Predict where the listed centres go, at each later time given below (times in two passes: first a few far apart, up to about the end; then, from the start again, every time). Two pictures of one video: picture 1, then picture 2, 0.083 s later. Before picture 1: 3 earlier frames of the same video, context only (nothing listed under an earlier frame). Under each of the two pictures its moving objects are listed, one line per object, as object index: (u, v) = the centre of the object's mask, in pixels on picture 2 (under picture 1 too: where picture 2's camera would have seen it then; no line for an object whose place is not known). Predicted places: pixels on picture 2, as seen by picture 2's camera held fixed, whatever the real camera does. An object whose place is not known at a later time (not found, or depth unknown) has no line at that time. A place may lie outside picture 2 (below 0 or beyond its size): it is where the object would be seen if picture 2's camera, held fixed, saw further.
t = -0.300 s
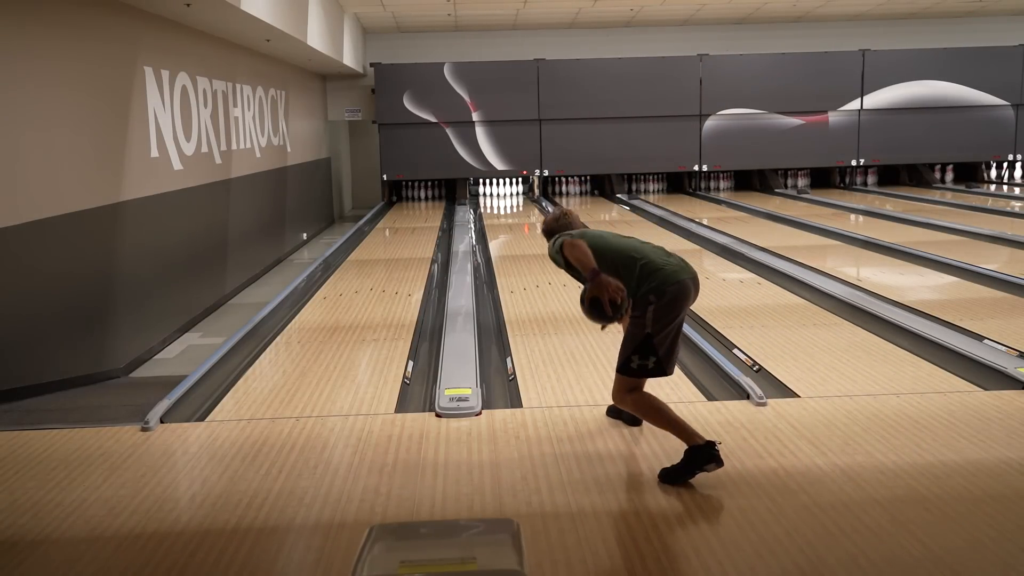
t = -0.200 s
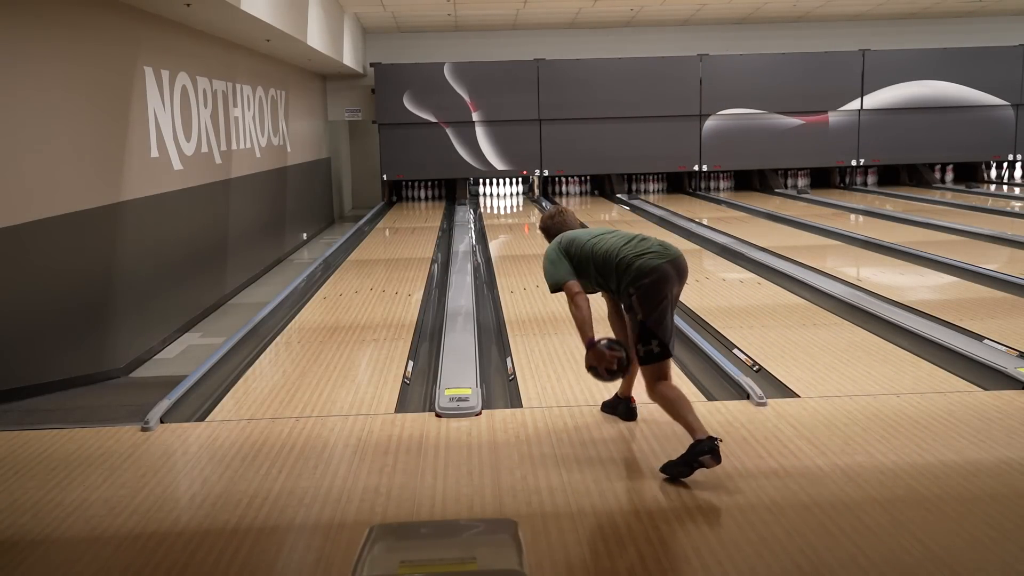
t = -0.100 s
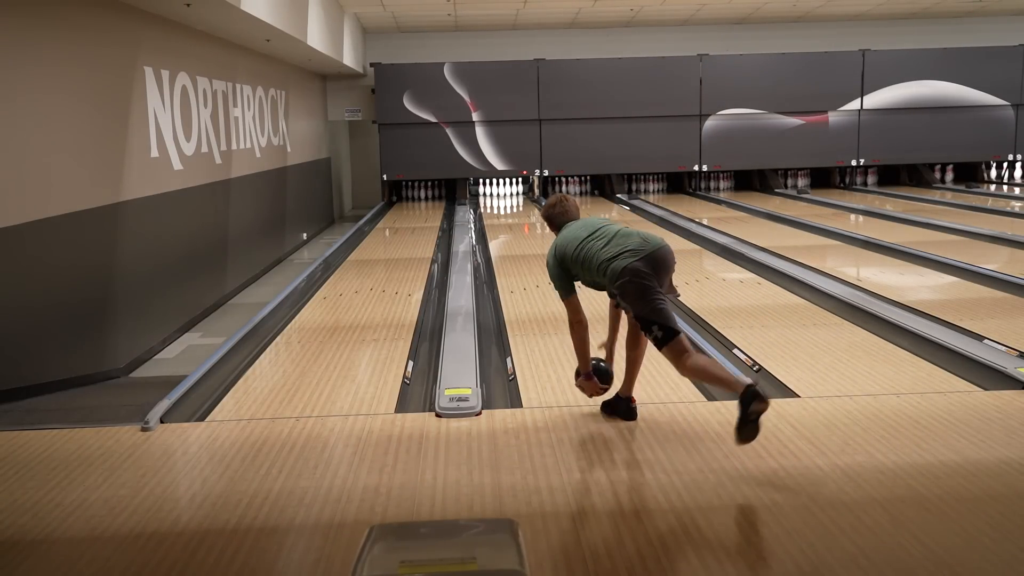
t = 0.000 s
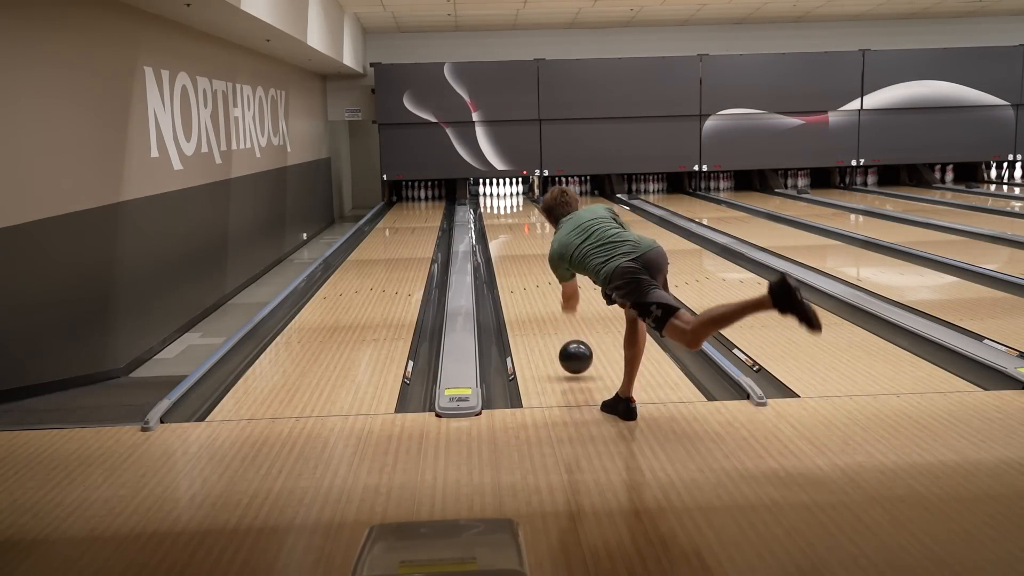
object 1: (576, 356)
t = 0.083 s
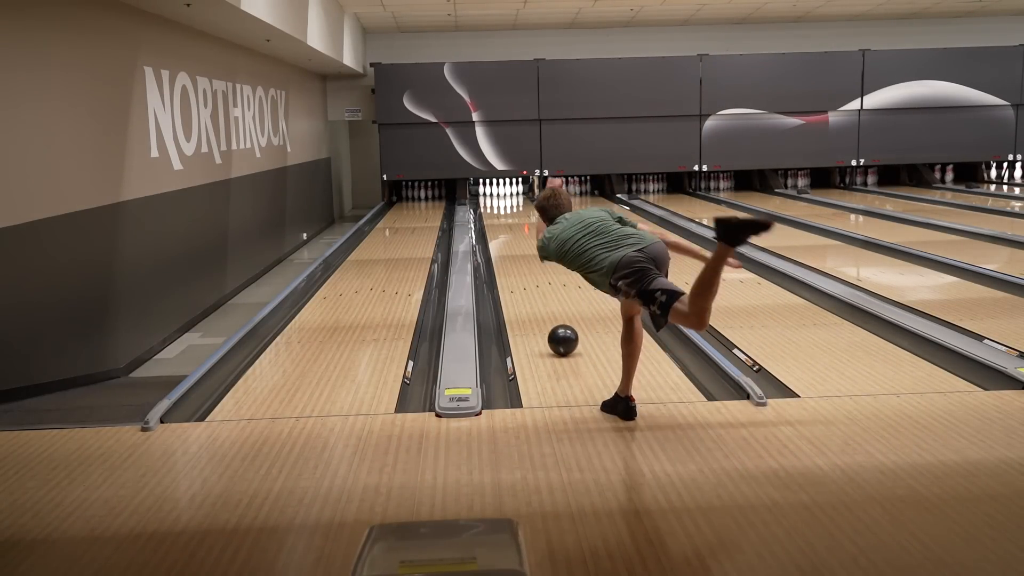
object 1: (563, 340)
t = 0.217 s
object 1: (547, 313)
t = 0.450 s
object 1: (527, 279)
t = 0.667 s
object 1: (515, 256)
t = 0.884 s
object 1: (507, 240)
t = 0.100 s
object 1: (561, 336)
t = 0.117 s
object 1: (558, 332)
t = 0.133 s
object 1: (556, 329)
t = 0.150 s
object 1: (554, 325)
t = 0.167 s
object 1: (552, 322)
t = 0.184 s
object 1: (550, 319)
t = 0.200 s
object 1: (549, 316)
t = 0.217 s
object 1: (547, 313)
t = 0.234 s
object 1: (545, 310)
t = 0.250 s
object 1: (544, 307)
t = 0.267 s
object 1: (542, 304)
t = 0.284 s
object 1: (540, 301)
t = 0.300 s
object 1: (539, 299)
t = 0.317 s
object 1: (538, 296)
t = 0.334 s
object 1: (536, 294)
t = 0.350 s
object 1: (535, 292)
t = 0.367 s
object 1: (533, 289)
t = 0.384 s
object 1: (532, 287)
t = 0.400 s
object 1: (531, 285)
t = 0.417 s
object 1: (529, 283)
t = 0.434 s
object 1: (529, 281)
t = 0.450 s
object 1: (527, 279)
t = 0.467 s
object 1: (526, 277)
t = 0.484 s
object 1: (525, 275)
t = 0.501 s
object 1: (524, 273)
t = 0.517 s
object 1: (523, 271)
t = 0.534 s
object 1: (522, 269)
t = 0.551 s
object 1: (521, 267)
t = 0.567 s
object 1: (520, 266)
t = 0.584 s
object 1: (520, 264)
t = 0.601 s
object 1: (519, 262)
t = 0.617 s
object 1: (518, 261)
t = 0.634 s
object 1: (517, 259)
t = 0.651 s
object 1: (516, 258)
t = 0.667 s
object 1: (515, 256)
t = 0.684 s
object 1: (515, 255)
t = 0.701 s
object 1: (514, 254)
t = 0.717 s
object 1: (513, 252)
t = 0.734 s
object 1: (512, 251)
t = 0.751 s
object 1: (512, 250)
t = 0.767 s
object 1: (511, 248)
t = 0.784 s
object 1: (510, 247)
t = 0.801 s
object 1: (510, 246)
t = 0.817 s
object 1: (509, 245)
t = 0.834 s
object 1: (508, 244)
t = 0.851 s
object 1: (508, 243)
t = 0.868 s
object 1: (507, 242)
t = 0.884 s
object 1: (507, 240)
